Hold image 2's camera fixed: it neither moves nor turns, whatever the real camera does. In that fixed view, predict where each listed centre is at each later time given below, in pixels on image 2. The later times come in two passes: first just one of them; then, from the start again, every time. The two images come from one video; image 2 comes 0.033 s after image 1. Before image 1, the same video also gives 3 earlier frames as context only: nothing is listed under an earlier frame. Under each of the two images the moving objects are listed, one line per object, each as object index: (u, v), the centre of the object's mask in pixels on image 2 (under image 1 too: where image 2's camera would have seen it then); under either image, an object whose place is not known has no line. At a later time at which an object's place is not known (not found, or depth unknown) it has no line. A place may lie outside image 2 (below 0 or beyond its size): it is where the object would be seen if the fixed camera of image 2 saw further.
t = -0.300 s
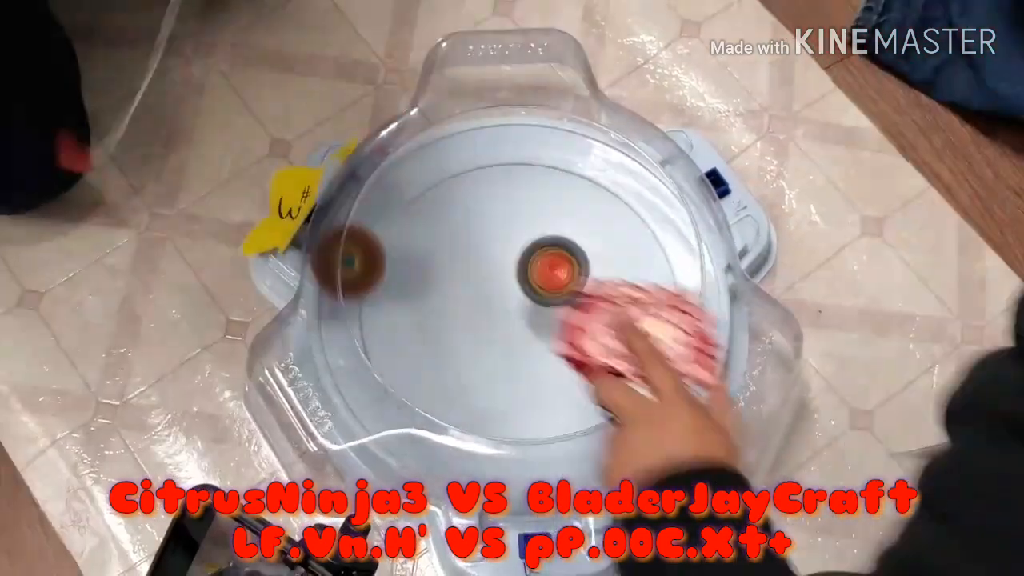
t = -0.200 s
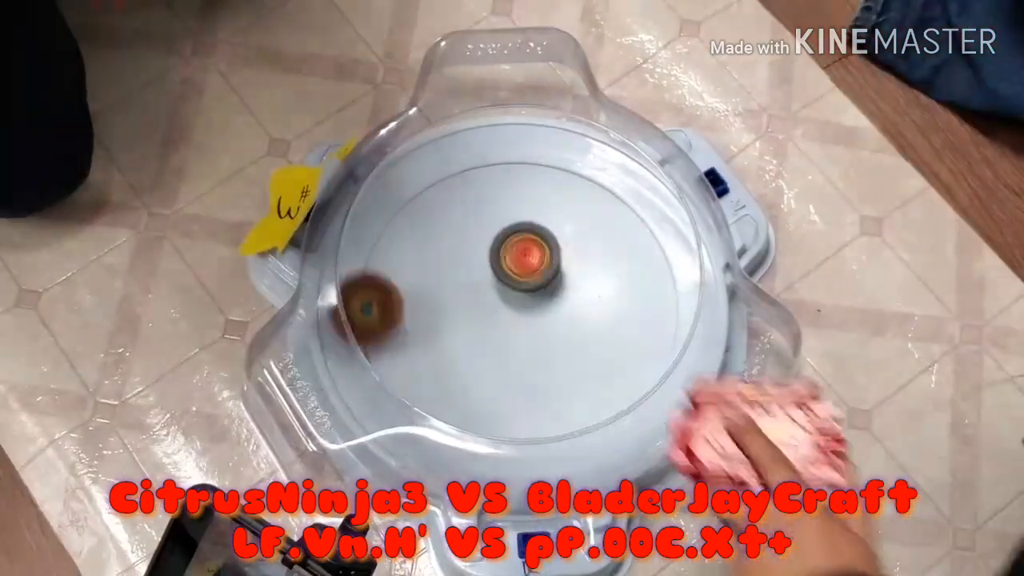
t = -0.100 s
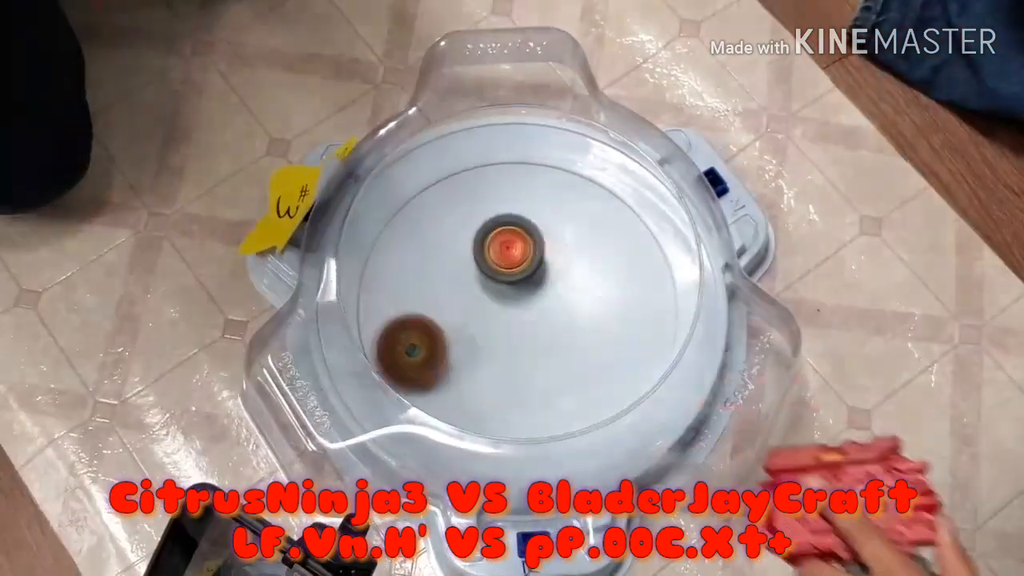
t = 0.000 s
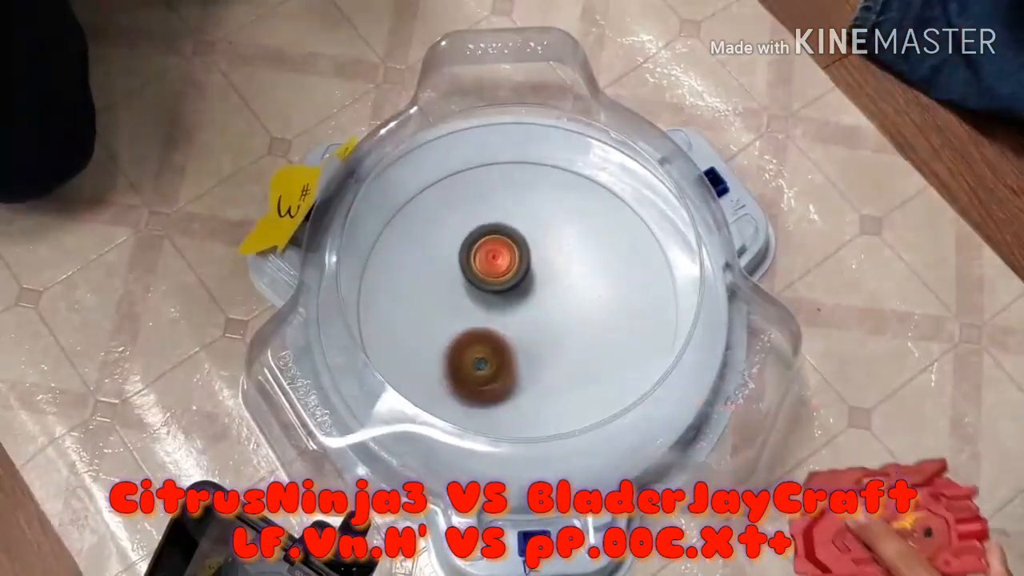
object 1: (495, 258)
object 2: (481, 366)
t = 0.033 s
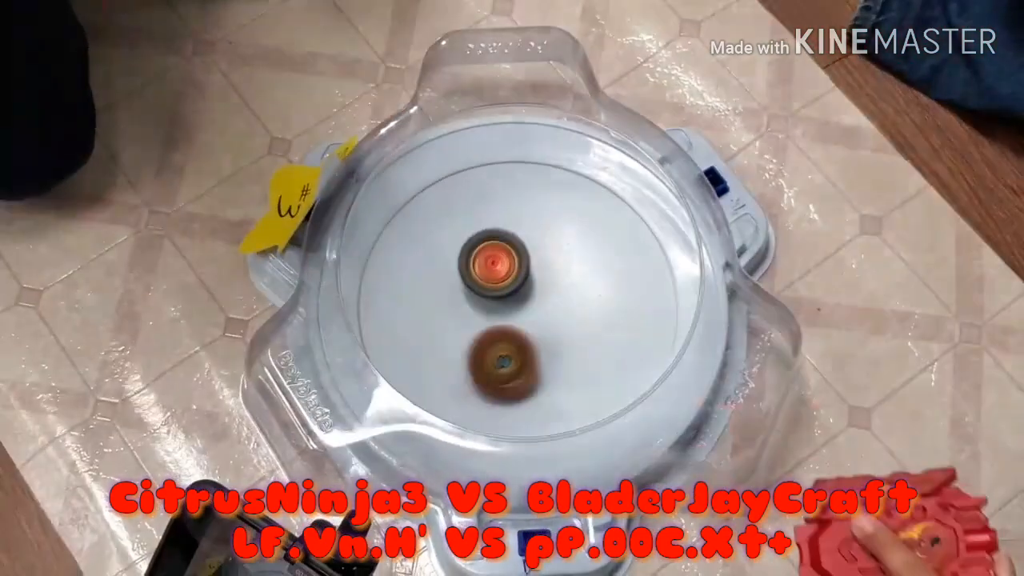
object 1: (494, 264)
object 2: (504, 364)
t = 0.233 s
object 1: (515, 306)
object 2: (610, 320)
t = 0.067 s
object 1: (494, 270)
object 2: (525, 360)
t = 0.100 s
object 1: (497, 277)
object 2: (544, 355)
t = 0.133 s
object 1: (501, 285)
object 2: (561, 346)
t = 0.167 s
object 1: (508, 293)
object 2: (576, 337)
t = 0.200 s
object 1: (517, 301)
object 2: (588, 327)
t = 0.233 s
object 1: (515, 306)
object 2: (610, 320)
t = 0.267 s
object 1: (512, 309)
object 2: (632, 314)
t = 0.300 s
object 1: (511, 312)
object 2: (648, 308)
